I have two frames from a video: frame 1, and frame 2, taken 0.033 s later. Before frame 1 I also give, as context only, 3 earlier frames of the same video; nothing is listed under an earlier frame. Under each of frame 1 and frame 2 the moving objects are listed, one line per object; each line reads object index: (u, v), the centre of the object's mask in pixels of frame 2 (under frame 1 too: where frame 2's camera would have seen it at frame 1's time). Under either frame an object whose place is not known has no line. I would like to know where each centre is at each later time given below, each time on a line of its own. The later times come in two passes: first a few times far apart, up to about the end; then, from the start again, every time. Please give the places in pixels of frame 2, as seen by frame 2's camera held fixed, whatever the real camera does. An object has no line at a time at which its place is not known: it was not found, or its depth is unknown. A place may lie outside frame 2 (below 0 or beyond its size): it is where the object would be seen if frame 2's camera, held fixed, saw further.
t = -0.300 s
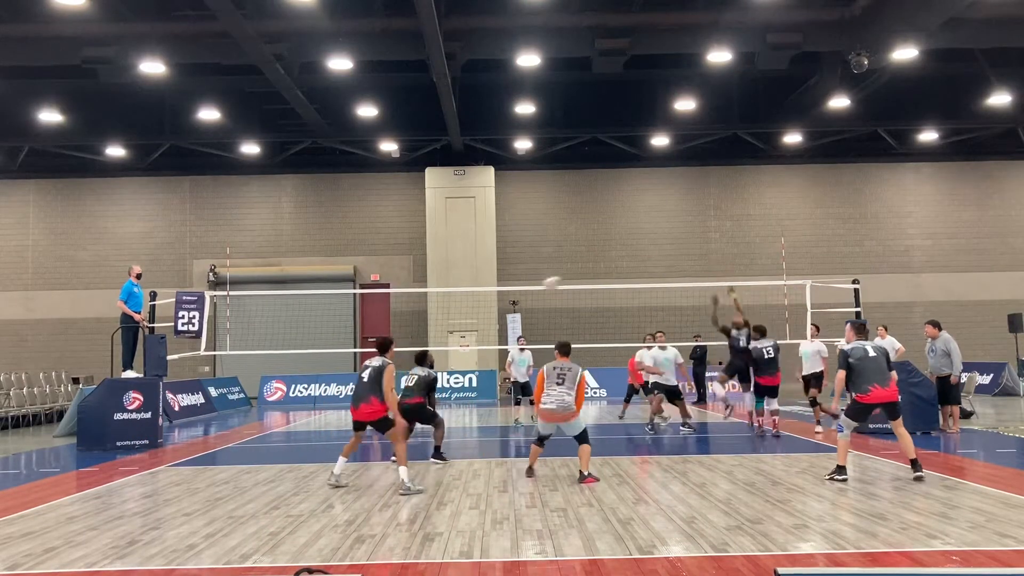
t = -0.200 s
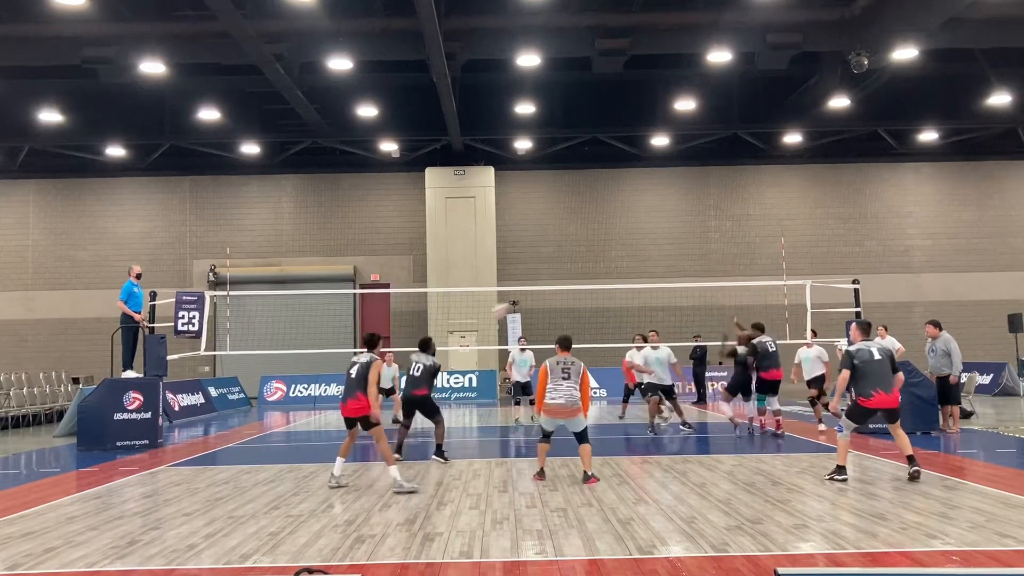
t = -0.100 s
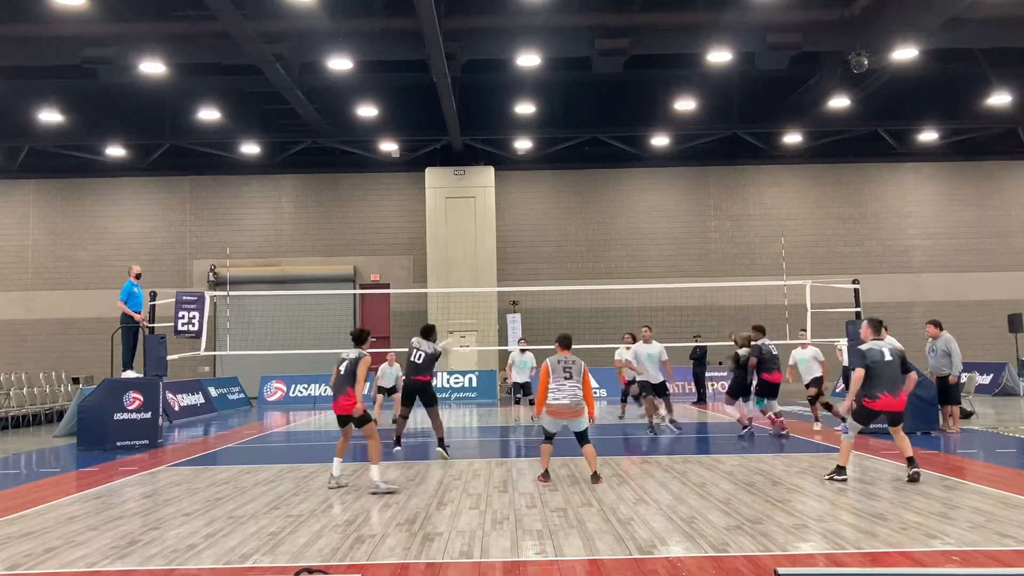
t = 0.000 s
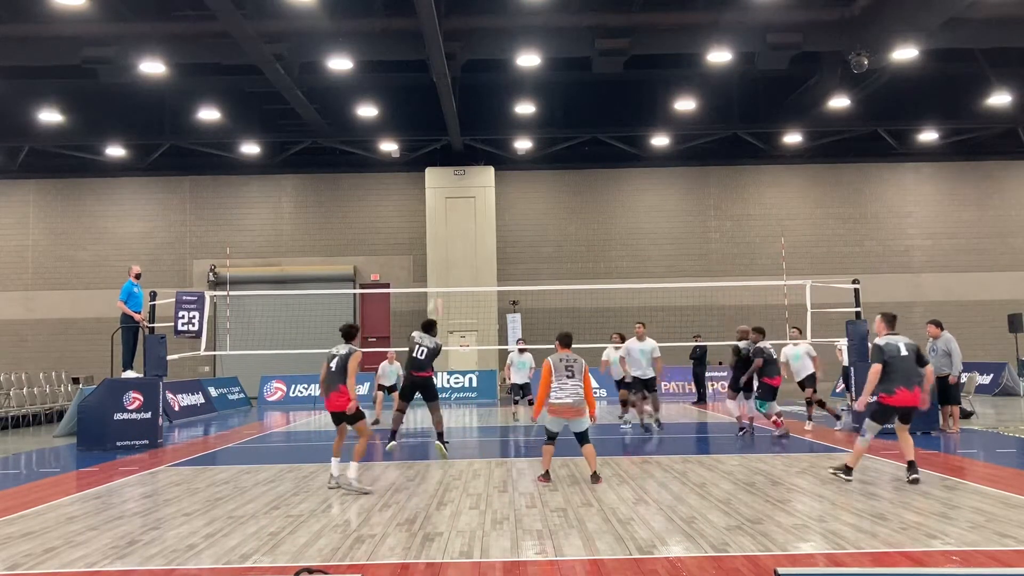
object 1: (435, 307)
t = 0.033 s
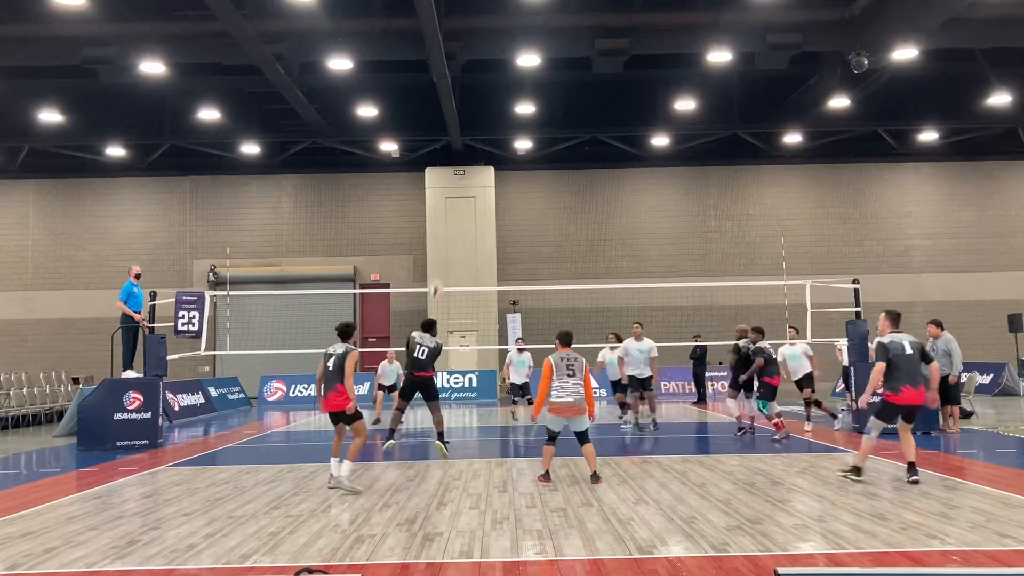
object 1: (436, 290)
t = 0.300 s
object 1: (439, 172)
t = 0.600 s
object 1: (445, 111)
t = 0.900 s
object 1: (450, 111)
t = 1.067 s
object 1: (453, 137)
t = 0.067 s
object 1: (437, 271)
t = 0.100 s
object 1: (436, 254)
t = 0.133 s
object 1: (436, 239)
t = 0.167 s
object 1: (439, 222)
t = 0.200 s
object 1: (438, 209)
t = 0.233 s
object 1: (439, 198)
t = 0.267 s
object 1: (439, 187)
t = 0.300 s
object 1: (439, 172)
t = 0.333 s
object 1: (441, 162)
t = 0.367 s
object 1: (441, 155)
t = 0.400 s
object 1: (442, 146)
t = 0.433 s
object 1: (442, 138)
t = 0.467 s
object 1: (443, 131)
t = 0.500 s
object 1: (443, 125)
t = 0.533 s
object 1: (444, 120)
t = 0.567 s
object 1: (444, 115)
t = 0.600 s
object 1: (445, 111)
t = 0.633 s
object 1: (445, 109)
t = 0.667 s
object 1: (446, 106)
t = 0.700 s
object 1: (447, 105)
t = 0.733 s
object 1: (447, 104)
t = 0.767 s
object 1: (448, 104)
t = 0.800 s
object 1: (448, 105)
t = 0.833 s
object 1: (449, 106)
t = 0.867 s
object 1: (449, 108)
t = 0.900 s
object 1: (450, 111)
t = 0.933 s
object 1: (451, 115)
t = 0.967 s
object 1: (451, 119)
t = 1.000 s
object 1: (452, 124)
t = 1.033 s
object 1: (453, 130)
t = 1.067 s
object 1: (453, 137)
